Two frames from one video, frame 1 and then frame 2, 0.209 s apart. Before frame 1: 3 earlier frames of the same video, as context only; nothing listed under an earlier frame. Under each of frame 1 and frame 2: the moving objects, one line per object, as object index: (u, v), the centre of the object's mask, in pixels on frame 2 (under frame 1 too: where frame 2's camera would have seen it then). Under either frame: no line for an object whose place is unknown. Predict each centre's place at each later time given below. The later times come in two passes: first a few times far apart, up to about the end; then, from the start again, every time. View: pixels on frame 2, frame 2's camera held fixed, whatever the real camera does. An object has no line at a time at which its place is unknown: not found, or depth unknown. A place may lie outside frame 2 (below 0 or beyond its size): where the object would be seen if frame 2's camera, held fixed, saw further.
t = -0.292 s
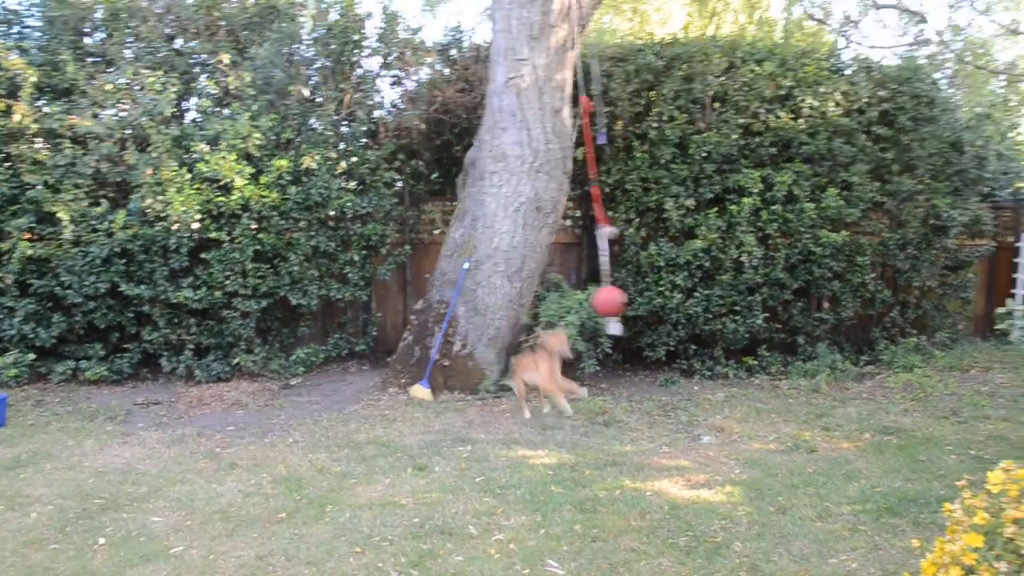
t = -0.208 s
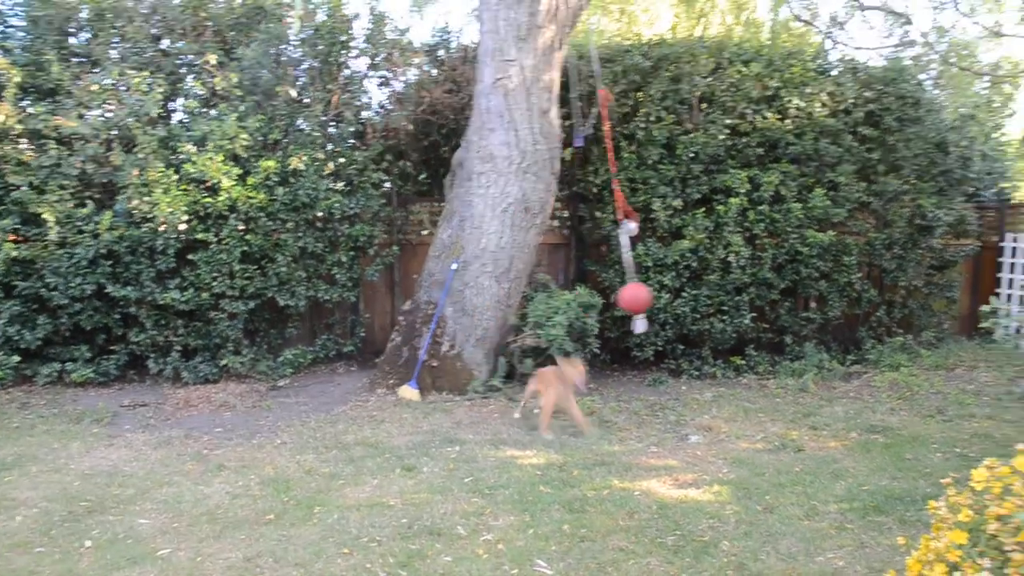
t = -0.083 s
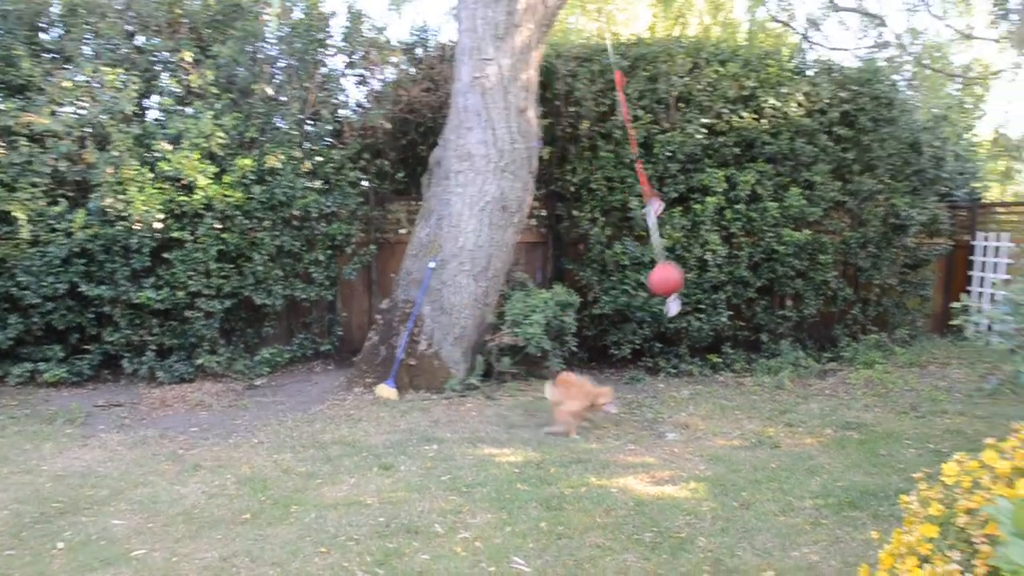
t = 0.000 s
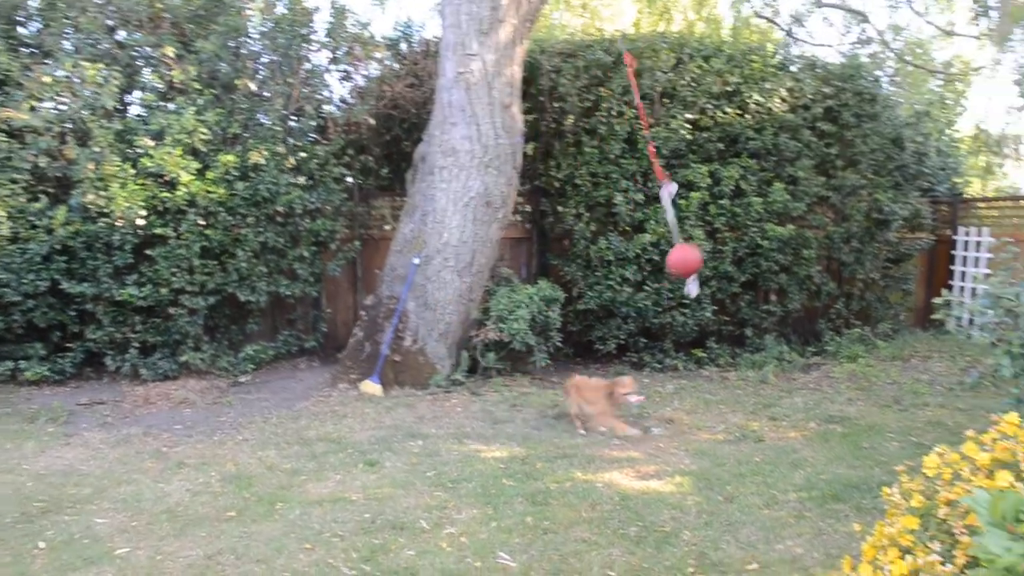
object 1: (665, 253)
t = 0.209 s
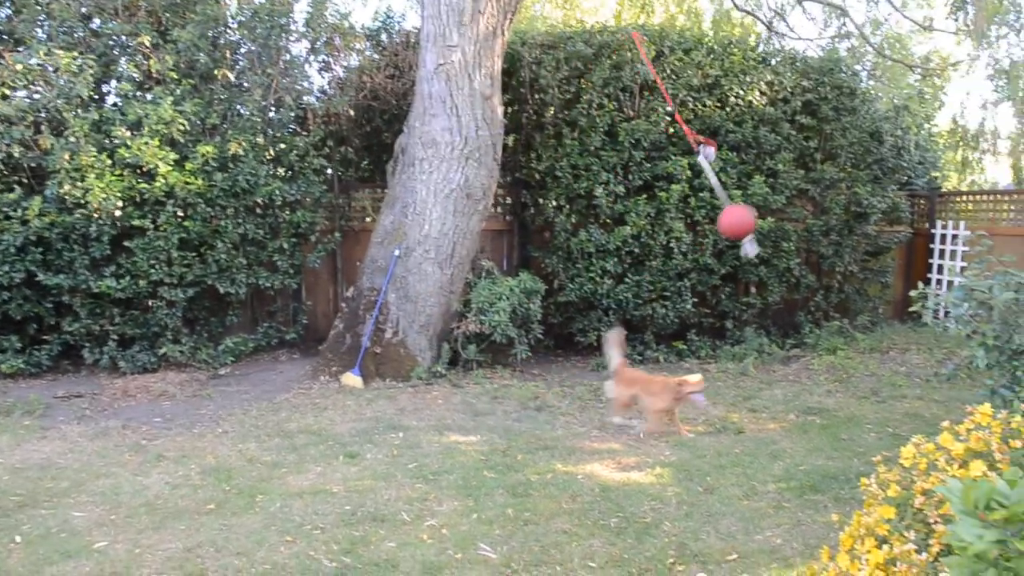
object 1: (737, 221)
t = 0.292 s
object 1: (757, 209)
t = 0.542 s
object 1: (781, 196)
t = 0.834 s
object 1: (742, 222)
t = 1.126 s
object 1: (650, 261)
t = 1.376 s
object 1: (548, 282)
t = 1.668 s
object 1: (438, 274)
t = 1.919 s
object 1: (369, 250)
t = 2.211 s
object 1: (320, 221)
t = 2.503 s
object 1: (305, 213)
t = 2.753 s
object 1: (317, 225)
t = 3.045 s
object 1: (362, 253)
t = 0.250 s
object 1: (748, 214)
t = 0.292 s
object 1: (757, 209)
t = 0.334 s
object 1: (765, 204)
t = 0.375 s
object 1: (771, 201)
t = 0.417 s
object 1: (775, 198)
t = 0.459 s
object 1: (778, 196)
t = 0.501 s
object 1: (780, 196)
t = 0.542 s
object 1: (781, 196)
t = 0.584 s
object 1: (780, 198)
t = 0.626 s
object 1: (777, 200)
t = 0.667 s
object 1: (773, 203)
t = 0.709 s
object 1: (768, 207)
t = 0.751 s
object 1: (760, 211)
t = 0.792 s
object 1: (753, 216)
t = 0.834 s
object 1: (742, 222)
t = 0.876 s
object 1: (732, 227)
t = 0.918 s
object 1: (720, 233)
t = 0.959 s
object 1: (708, 239)
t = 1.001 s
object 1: (696, 245)
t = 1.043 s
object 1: (681, 250)
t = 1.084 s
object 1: (666, 256)
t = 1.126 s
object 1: (650, 261)
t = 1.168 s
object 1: (634, 266)
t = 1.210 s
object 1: (619, 270)
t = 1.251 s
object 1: (601, 274)
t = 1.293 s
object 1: (583, 278)
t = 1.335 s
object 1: (566, 280)
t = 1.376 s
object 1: (548, 282)
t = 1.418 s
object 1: (532, 283)
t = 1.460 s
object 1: (514, 283)
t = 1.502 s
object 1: (498, 282)
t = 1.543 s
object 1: (481, 281)
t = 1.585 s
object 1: (467, 279)
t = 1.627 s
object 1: (453, 277)
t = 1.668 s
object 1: (438, 274)
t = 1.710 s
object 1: (425, 271)
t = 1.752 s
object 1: (412, 267)
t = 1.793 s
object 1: (400, 263)
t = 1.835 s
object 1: (389, 259)
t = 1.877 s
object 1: (378, 254)
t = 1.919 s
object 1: (369, 250)
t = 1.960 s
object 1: (359, 246)
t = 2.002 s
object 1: (352, 241)
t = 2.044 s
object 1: (344, 237)
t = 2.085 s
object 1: (337, 233)
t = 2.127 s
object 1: (331, 229)
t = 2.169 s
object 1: (325, 225)
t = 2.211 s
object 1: (320, 221)
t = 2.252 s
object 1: (316, 219)
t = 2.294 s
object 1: (313, 216)
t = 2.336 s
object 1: (309, 214)
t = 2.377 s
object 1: (308, 213)
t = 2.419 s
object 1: (306, 212)
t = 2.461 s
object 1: (305, 213)
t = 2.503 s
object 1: (305, 213)
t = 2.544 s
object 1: (305, 213)
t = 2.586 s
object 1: (306, 215)
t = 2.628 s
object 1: (307, 217)
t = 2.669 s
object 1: (310, 220)
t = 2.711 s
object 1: (313, 222)
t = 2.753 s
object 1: (317, 225)
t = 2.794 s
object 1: (321, 229)
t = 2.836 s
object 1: (326, 232)
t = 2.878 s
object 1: (332, 236)
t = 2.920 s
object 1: (339, 241)
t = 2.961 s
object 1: (346, 245)
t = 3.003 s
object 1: (354, 250)
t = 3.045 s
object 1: (362, 253)
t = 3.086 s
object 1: (370, 258)
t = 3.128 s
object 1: (381, 263)
